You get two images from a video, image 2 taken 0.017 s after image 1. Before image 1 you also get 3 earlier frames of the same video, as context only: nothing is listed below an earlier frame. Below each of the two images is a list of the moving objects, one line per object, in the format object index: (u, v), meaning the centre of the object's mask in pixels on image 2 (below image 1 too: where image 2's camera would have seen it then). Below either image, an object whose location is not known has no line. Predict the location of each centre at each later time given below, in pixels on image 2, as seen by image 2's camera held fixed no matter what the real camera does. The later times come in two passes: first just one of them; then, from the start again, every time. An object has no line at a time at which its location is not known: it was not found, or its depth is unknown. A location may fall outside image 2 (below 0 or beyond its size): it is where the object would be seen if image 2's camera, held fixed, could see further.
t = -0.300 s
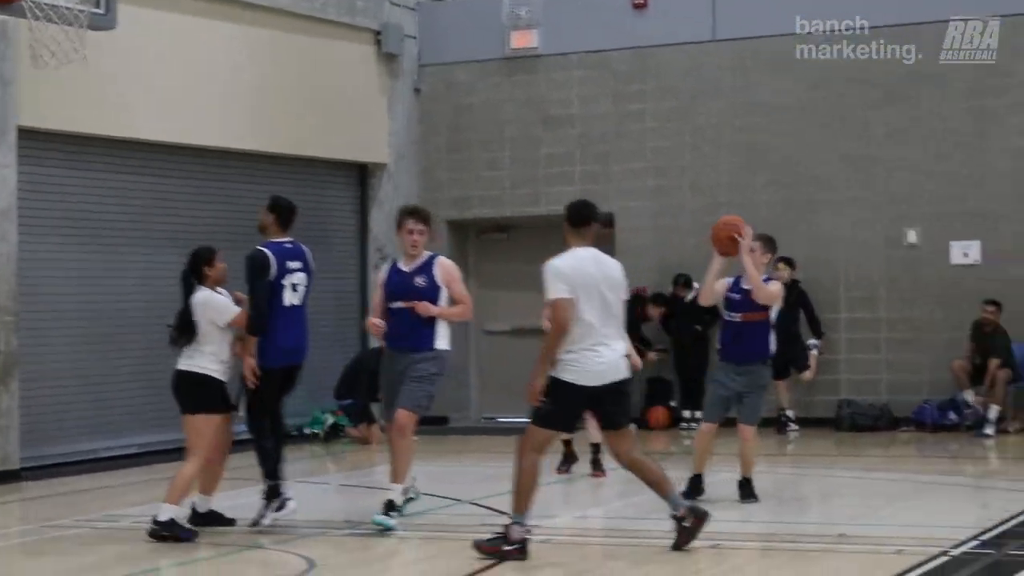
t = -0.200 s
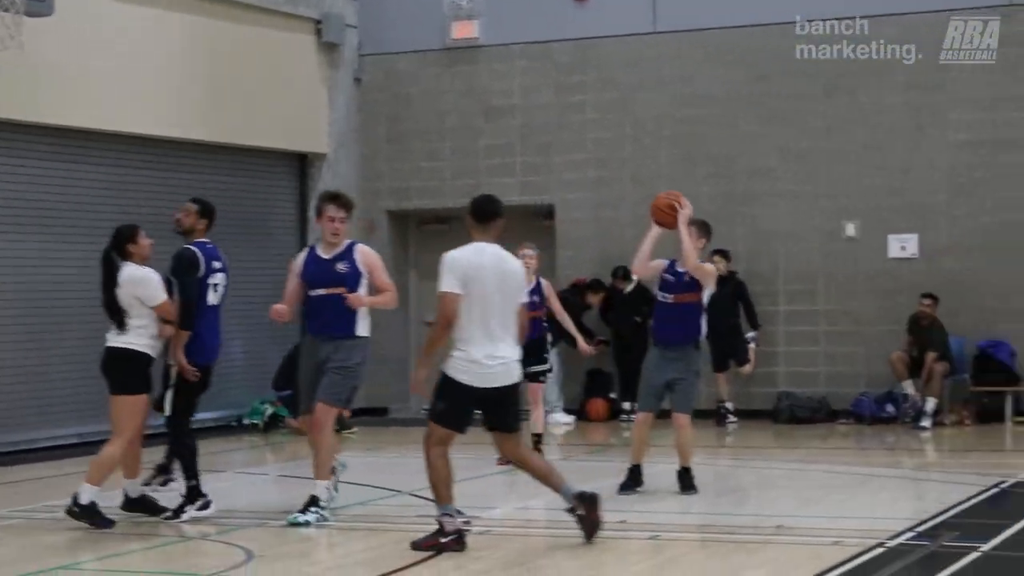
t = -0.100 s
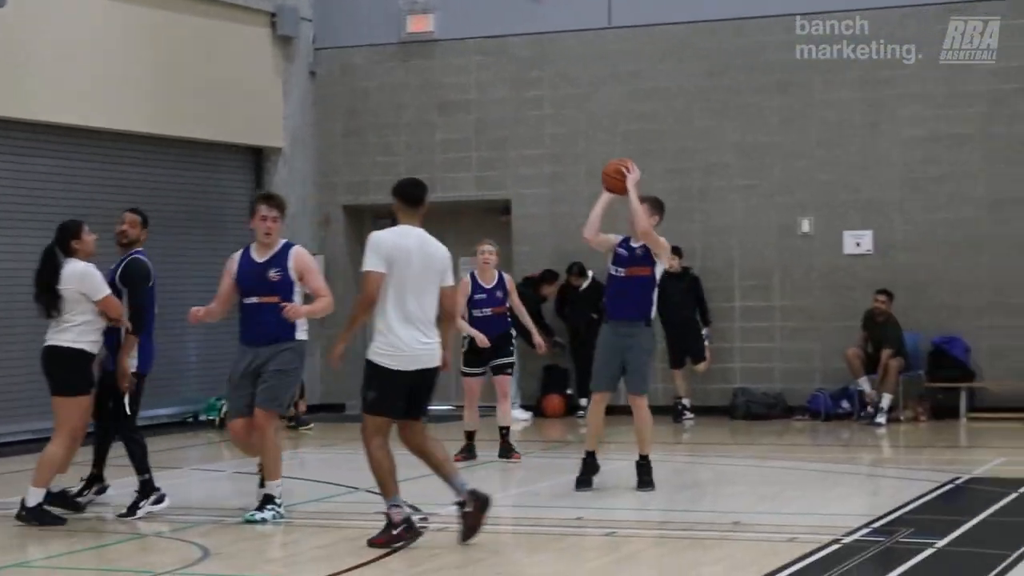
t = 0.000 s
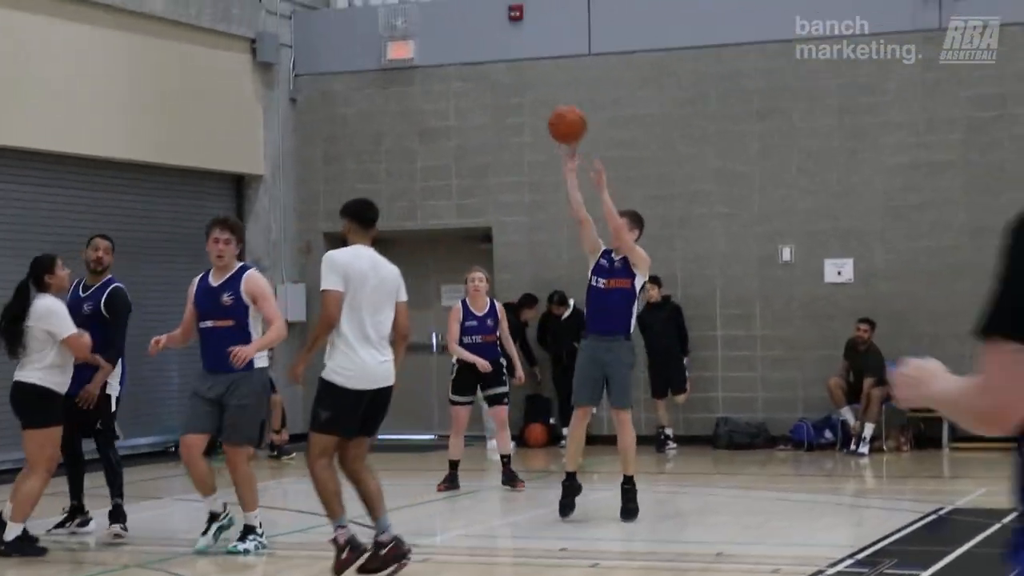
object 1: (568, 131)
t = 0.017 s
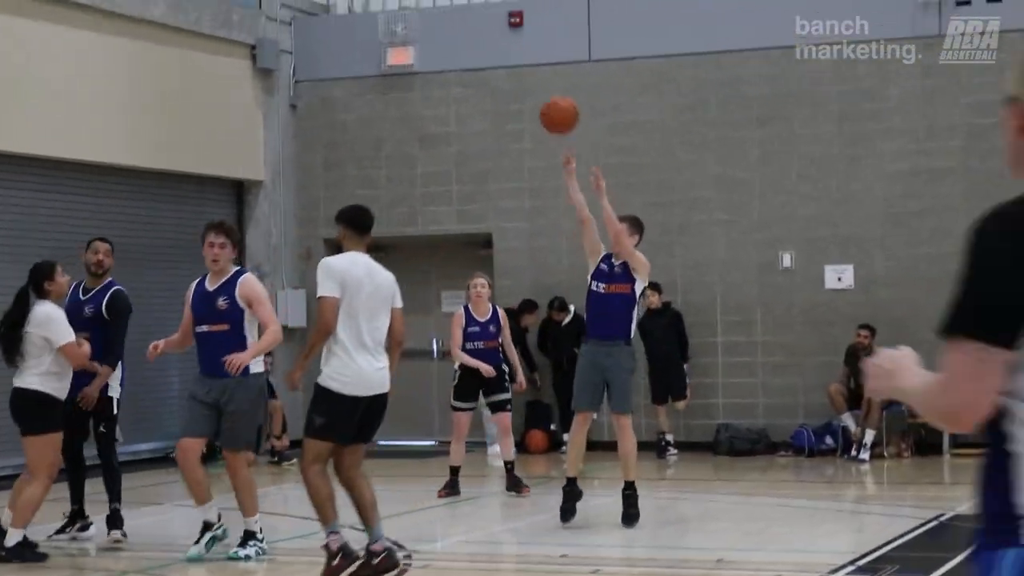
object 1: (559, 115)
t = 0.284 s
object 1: (418, -94)
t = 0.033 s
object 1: (550, 99)
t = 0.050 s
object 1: (541, 84)
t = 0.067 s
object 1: (533, 68)
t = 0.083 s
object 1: (525, 55)
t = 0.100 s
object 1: (516, 41)
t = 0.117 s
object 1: (508, 27)
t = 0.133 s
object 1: (501, 14)
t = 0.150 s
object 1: (490, 0)
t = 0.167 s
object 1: (481, -13)
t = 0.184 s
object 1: (472, -26)
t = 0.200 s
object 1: (463, -38)
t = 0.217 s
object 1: (454, -50)
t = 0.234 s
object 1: (445, -61)
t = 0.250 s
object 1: (436, -73)
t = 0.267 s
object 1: (427, -83)
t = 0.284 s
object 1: (418, -94)
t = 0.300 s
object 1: (409, -103)
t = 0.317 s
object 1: (399, -112)
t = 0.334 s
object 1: (390, -121)
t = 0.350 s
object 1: (381, -130)
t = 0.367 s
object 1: (372, -137)
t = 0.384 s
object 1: (363, -145)
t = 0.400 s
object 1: (353, -153)
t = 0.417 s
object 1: (343, -160)
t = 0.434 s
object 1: (333, -166)
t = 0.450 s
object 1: (324, -172)
